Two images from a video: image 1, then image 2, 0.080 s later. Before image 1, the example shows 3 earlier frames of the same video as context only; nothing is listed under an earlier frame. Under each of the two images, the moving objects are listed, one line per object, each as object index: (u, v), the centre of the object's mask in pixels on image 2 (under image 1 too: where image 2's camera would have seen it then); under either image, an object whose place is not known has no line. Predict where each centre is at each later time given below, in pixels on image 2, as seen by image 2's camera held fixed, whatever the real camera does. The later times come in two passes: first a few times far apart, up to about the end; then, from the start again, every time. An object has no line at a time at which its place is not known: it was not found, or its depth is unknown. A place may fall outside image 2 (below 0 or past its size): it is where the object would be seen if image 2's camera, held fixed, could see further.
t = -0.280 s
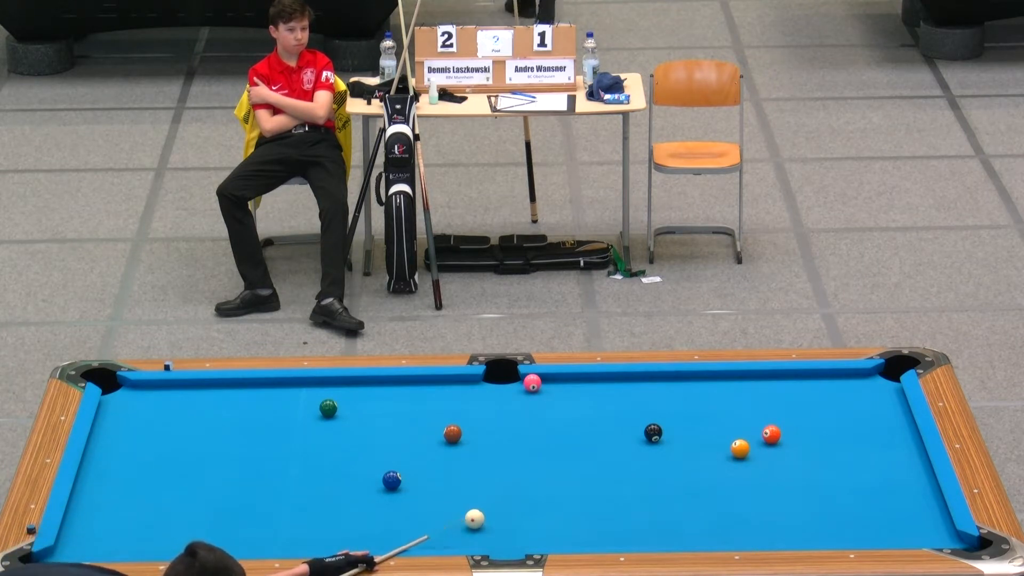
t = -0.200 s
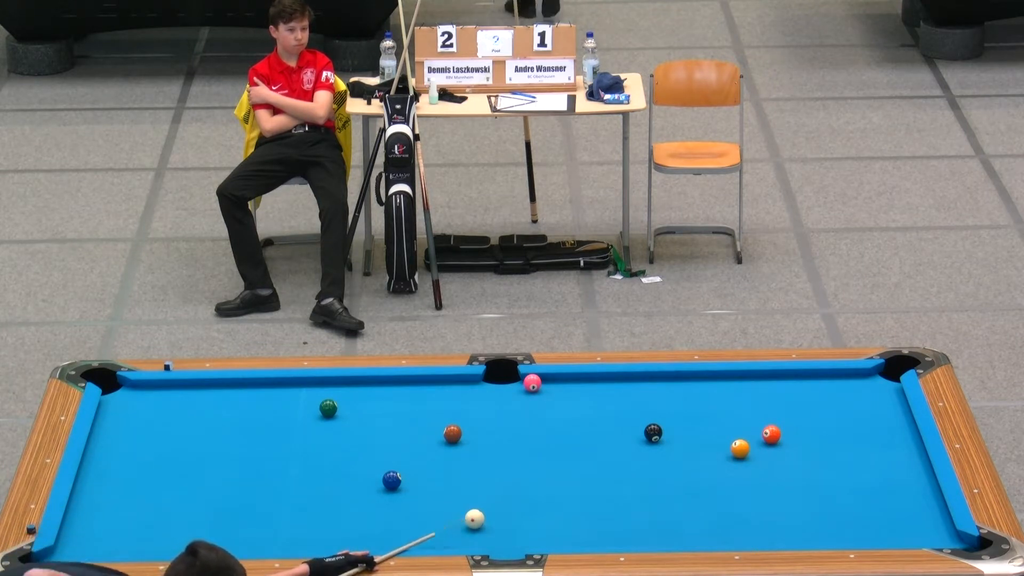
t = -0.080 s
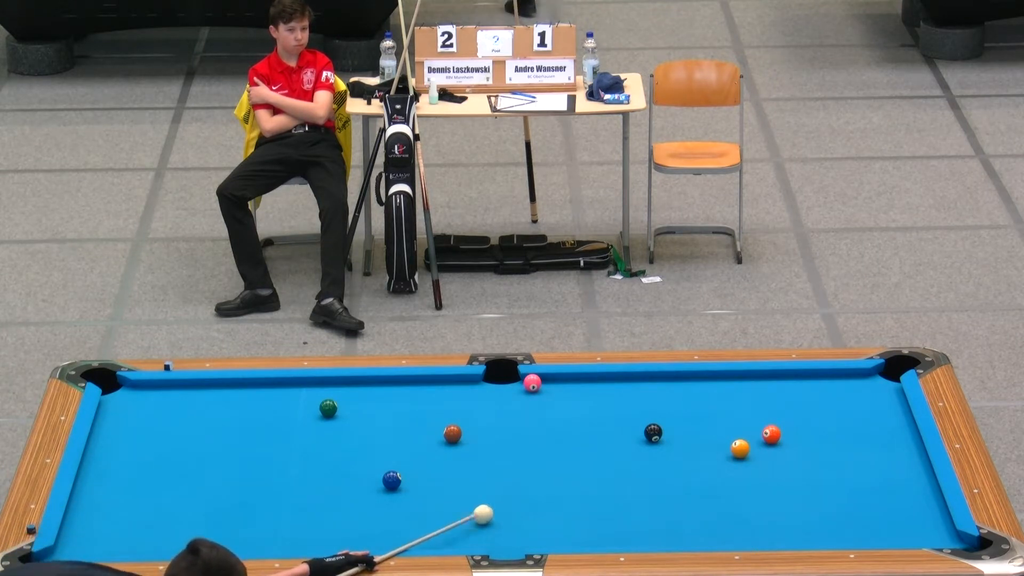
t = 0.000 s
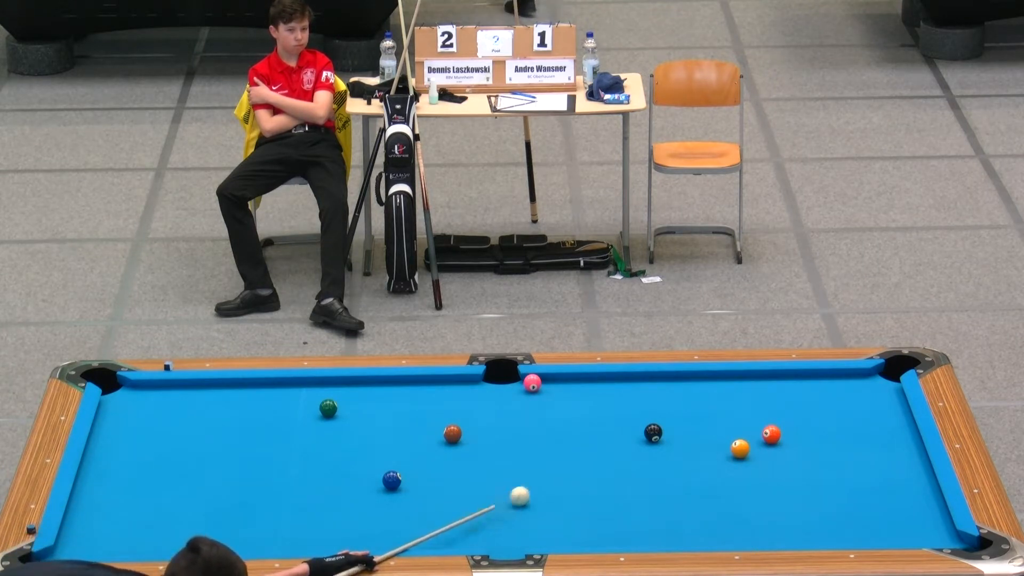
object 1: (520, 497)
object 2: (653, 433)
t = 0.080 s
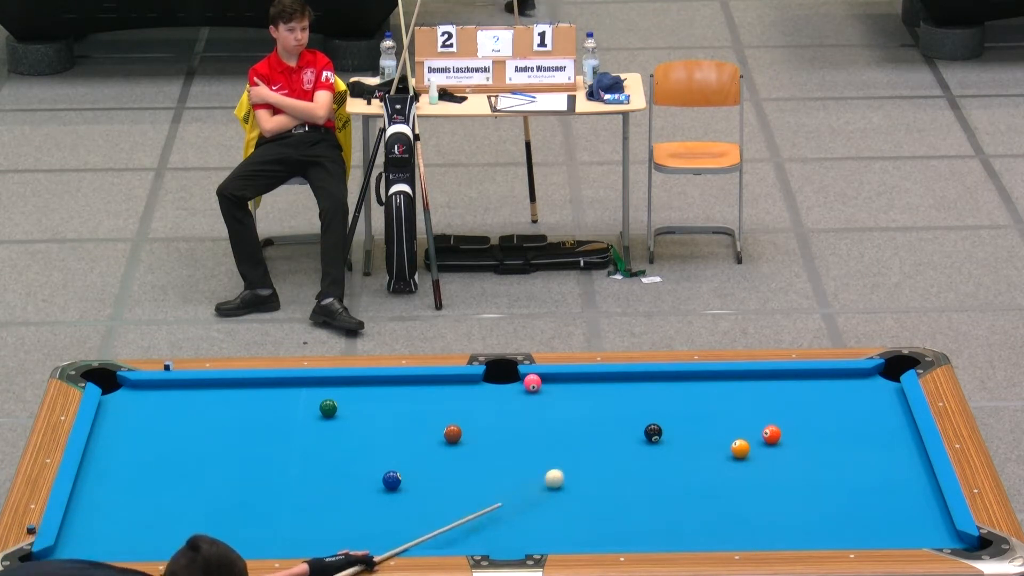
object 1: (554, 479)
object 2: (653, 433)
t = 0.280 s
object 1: (636, 437)
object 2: (653, 433)
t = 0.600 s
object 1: (632, 411)
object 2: (773, 399)
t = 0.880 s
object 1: (638, 387)
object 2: (853, 377)
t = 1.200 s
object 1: (645, 386)
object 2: (879, 374)
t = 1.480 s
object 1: (651, 399)
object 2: (881, 374)
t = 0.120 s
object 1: (571, 470)
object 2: (653, 433)
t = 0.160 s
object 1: (588, 462)
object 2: (653, 433)
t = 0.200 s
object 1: (604, 454)
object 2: (653, 433)
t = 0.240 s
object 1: (621, 445)
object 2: (653, 433)
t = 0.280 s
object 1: (636, 437)
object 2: (653, 433)
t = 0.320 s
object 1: (634, 434)
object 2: (671, 428)
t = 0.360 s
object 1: (632, 432)
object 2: (688, 423)
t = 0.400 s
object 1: (630, 429)
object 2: (705, 419)
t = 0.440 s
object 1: (629, 425)
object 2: (720, 414)
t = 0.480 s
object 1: (630, 422)
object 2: (735, 410)
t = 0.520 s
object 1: (630, 418)
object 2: (749, 406)
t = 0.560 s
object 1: (631, 415)
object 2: (761, 403)
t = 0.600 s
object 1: (632, 411)
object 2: (773, 399)
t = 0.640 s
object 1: (633, 407)
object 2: (785, 396)
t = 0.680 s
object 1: (634, 404)
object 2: (797, 393)
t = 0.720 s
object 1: (635, 400)
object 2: (808, 390)
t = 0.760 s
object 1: (635, 397)
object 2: (820, 386)
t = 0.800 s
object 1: (636, 394)
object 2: (831, 384)
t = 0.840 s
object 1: (637, 390)
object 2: (843, 381)
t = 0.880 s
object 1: (638, 387)
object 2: (853, 377)
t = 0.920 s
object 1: (639, 383)
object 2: (864, 374)
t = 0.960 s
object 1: (639, 380)
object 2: (874, 376)
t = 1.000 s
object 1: (640, 377)
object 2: (883, 376)
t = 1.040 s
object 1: (641, 379)
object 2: (891, 377)
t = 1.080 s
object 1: (642, 381)
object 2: (887, 376)
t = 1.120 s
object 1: (643, 383)
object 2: (884, 375)
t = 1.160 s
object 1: (644, 385)
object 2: (882, 375)
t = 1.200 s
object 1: (645, 386)
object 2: (879, 374)
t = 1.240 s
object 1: (645, 388)
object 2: (878, 373)
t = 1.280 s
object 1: (646, 390)
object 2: (878, 373)
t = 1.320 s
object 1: (647, 392)
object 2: (879, 374)
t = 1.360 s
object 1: (648, 393)
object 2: (880, 374)
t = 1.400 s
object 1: (649, 395)
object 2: (880, 374)
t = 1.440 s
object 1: (650, 397)
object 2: (881, 374)
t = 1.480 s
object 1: (651, 399)
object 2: (881, 374)
